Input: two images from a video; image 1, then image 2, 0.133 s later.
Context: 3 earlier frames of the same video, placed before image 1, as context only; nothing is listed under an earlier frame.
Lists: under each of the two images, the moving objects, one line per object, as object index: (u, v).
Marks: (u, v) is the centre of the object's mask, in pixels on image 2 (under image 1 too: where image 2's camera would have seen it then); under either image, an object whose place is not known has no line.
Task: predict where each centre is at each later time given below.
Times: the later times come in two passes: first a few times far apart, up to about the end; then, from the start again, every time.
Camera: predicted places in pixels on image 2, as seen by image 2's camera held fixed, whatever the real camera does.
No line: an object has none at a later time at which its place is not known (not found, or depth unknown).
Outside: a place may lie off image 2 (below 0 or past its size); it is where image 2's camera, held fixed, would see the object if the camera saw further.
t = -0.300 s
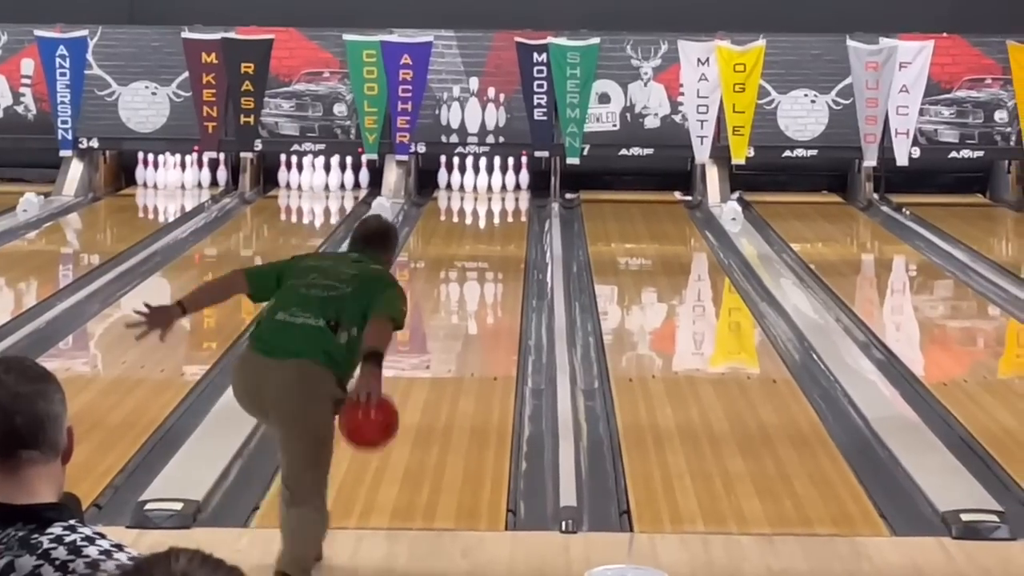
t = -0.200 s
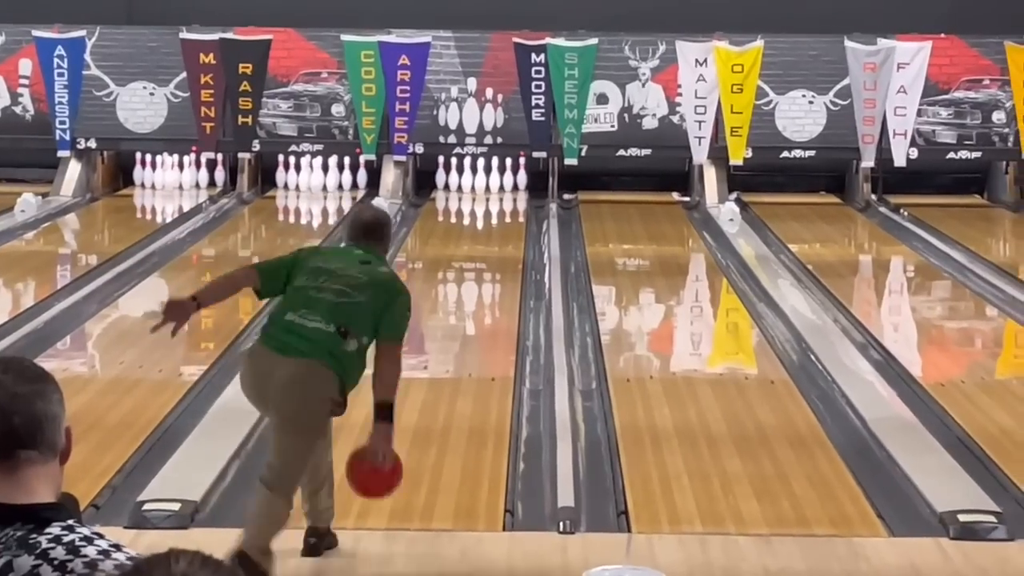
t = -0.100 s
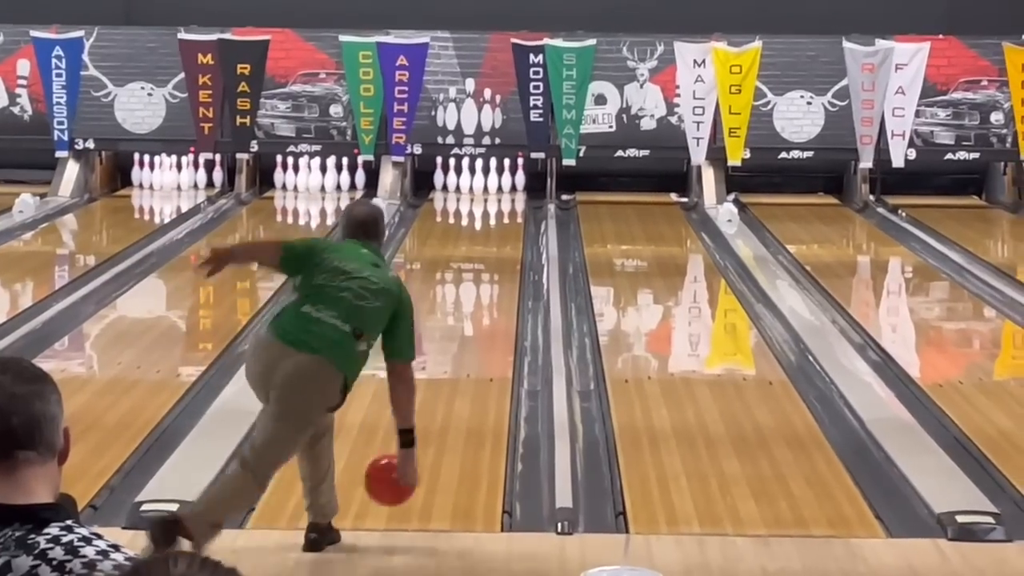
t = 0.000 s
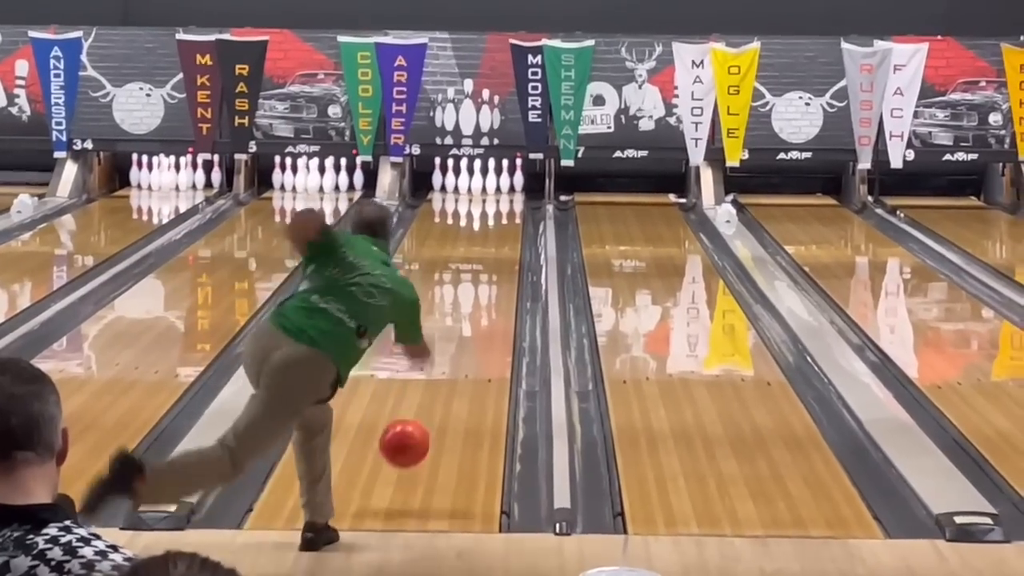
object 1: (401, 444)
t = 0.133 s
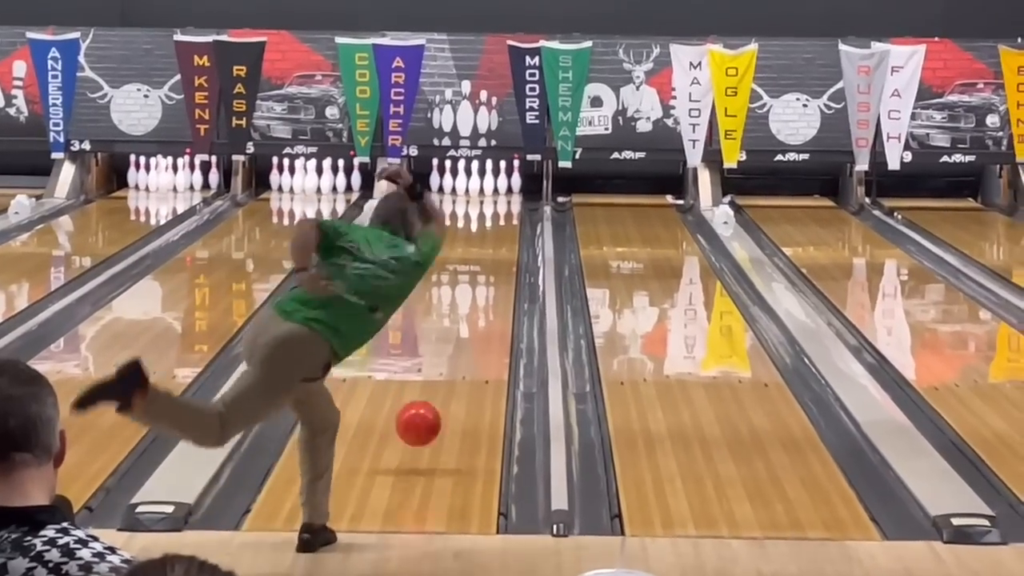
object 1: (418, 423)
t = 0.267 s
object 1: (432, 418)
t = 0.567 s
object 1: (455, 360)
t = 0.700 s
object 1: (463, 339)
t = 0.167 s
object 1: (422, 424)
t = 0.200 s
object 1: (425, 427)
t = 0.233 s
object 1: (428, 427)
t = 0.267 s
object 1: (432, 418)
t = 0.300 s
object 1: (435, 411)
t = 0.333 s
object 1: (438, 404)
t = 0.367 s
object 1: (440, 397)
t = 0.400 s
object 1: (443, 390)
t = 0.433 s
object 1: (446, 384)
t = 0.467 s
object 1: (448, 378)
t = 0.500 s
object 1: (451, 372)
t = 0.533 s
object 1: (453, 366)
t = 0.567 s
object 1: (455, 360)
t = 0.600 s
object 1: (453, 358)
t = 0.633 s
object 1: (469, 348)
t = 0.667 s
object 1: (464, 344)
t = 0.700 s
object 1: (463, 339)
